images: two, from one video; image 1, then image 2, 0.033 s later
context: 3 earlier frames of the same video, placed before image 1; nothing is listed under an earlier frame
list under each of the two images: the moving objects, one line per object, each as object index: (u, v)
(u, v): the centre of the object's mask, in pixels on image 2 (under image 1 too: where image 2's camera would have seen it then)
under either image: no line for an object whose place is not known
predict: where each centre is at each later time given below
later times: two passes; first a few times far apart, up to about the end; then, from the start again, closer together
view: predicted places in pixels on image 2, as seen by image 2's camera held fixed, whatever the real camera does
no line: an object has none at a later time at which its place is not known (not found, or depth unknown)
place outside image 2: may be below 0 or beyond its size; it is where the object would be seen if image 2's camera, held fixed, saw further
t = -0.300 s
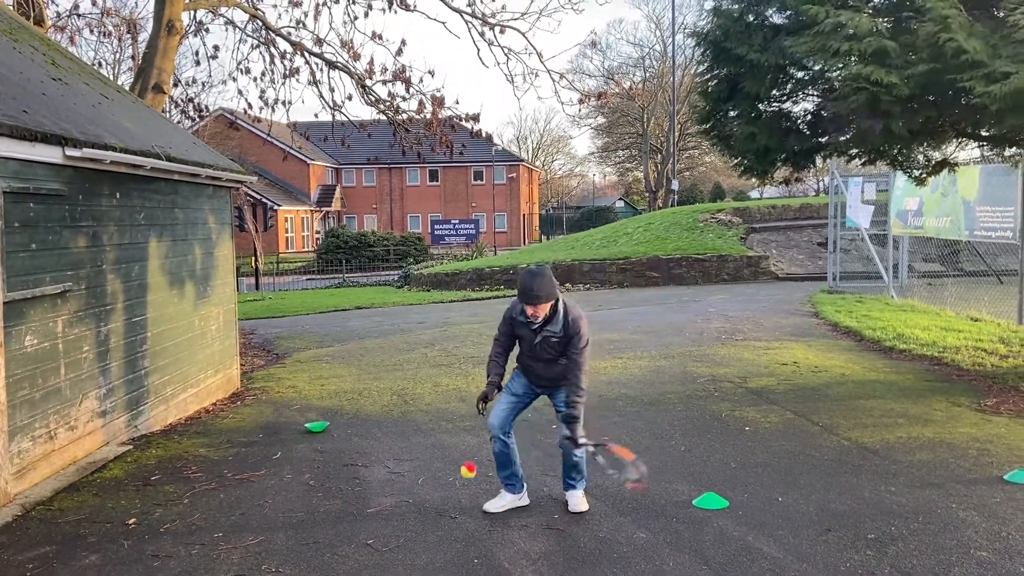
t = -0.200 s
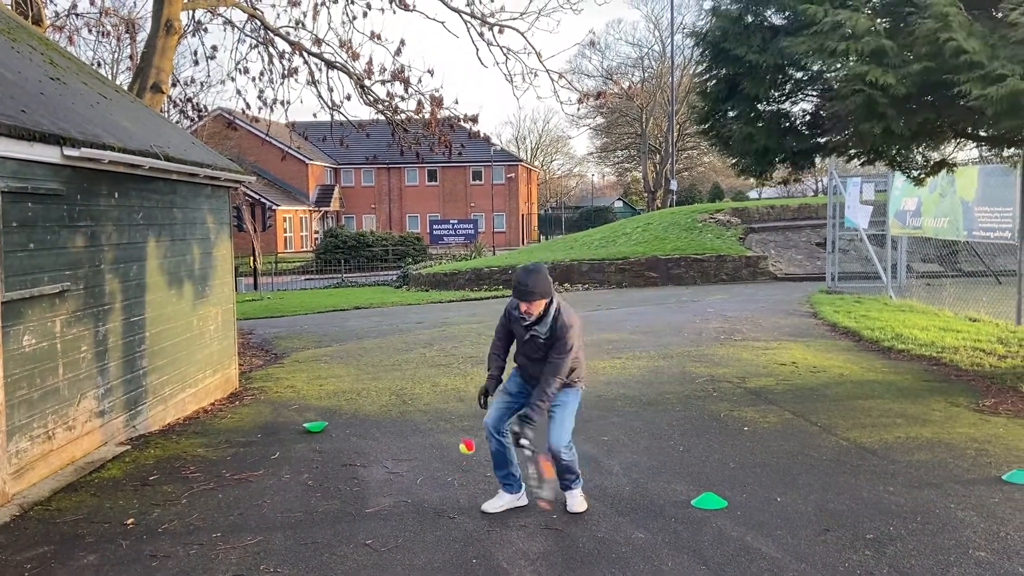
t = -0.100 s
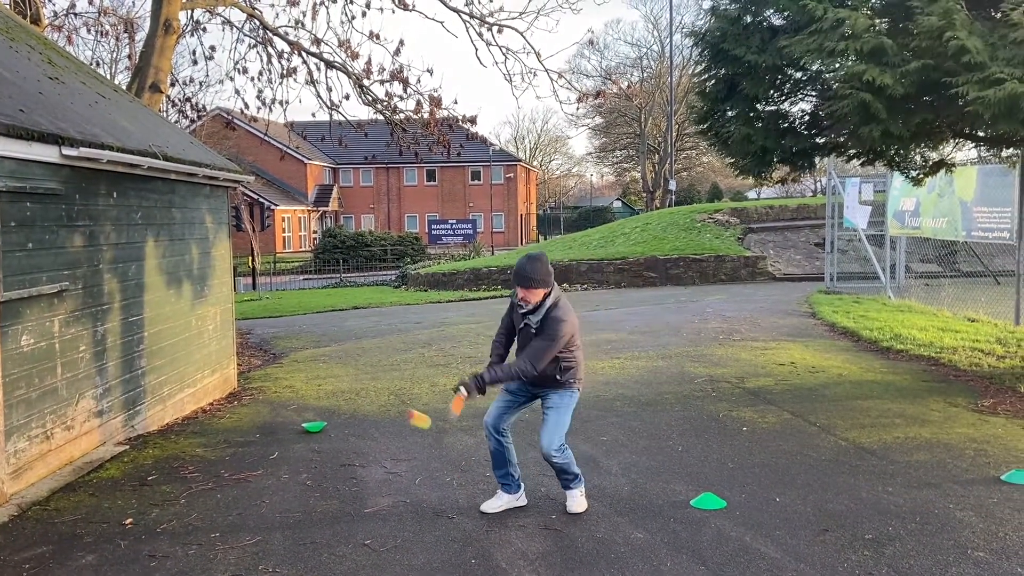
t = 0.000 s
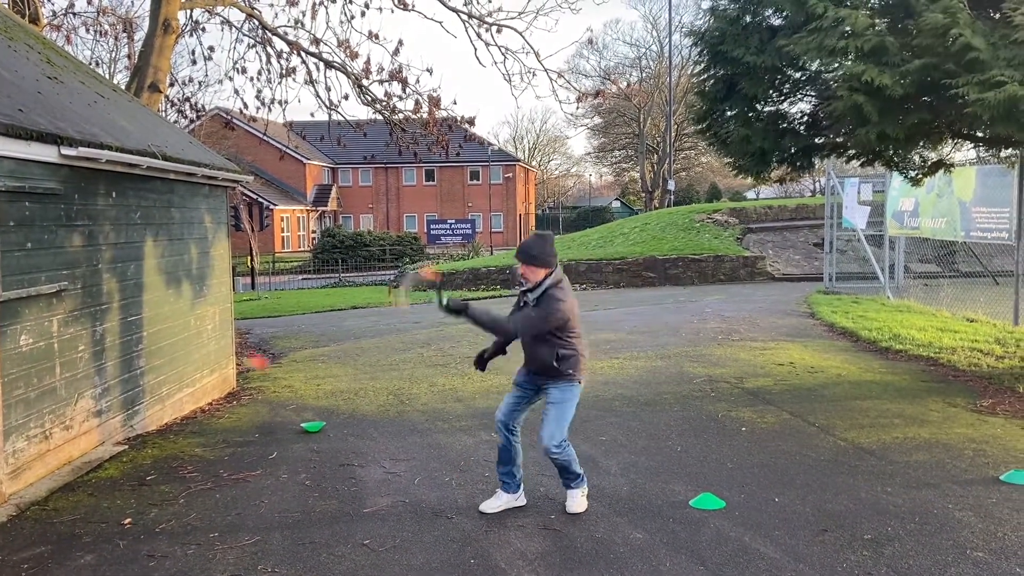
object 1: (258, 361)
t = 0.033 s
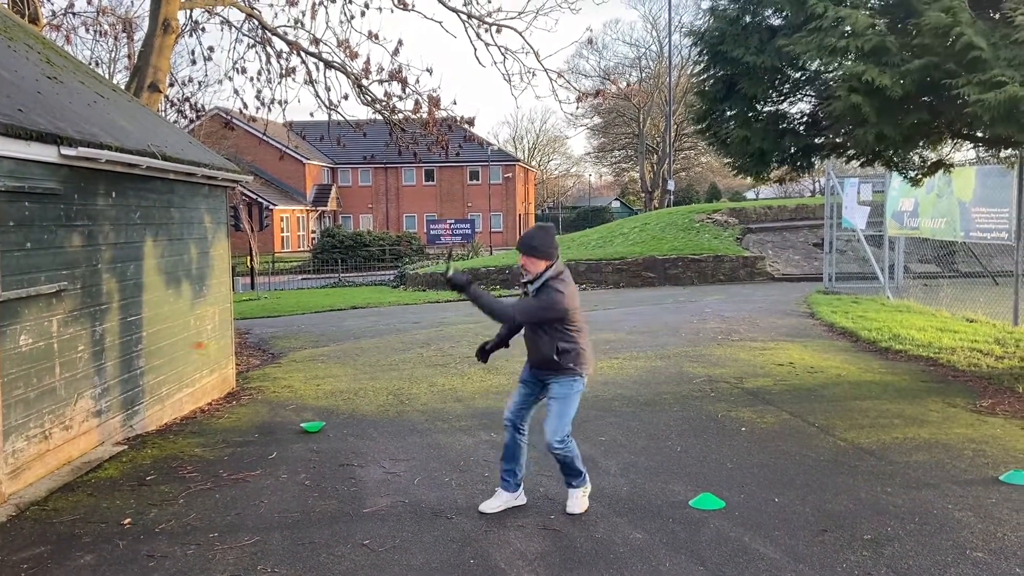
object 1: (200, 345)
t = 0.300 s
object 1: (7, 314)
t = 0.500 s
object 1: (175, 368)
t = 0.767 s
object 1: (370, 499)
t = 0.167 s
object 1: (7, 317)
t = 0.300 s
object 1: (7, 314)
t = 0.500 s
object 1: (175, 368)
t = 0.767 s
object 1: (370, 499)
